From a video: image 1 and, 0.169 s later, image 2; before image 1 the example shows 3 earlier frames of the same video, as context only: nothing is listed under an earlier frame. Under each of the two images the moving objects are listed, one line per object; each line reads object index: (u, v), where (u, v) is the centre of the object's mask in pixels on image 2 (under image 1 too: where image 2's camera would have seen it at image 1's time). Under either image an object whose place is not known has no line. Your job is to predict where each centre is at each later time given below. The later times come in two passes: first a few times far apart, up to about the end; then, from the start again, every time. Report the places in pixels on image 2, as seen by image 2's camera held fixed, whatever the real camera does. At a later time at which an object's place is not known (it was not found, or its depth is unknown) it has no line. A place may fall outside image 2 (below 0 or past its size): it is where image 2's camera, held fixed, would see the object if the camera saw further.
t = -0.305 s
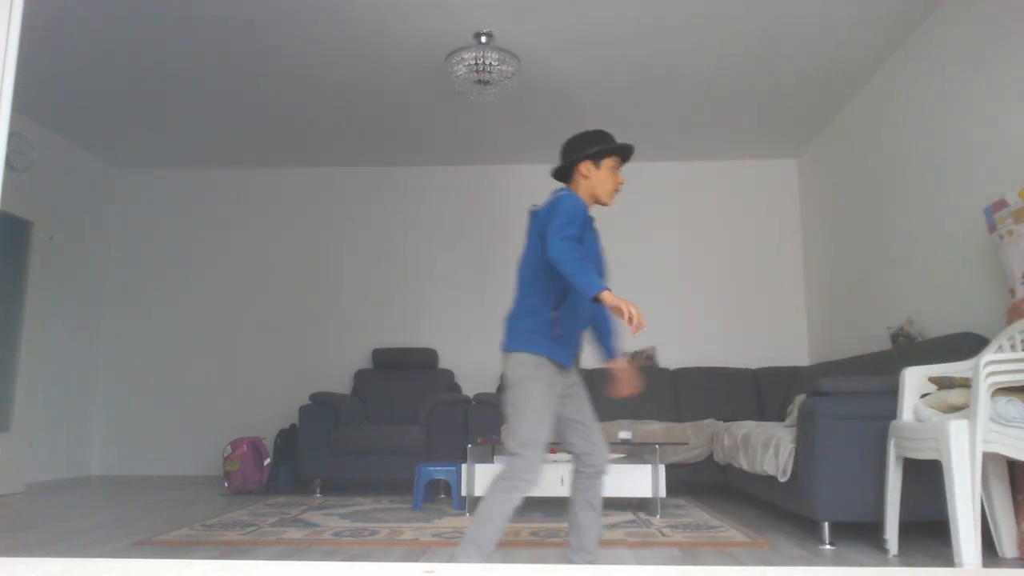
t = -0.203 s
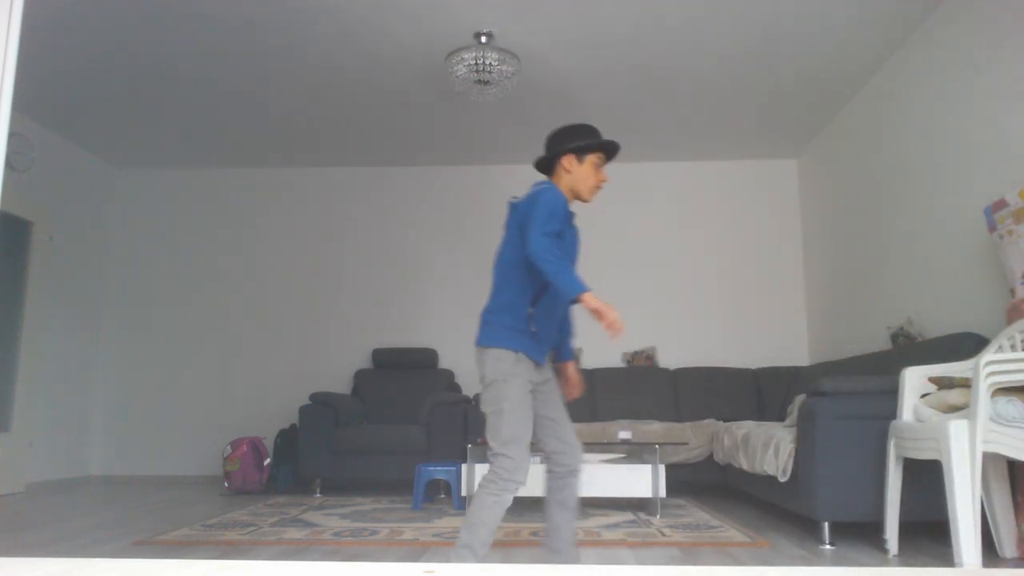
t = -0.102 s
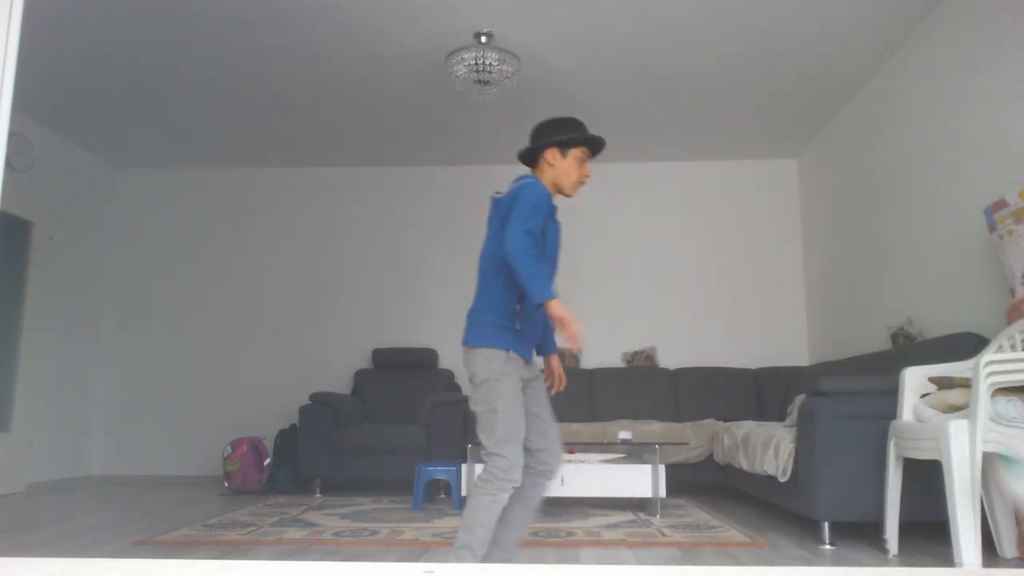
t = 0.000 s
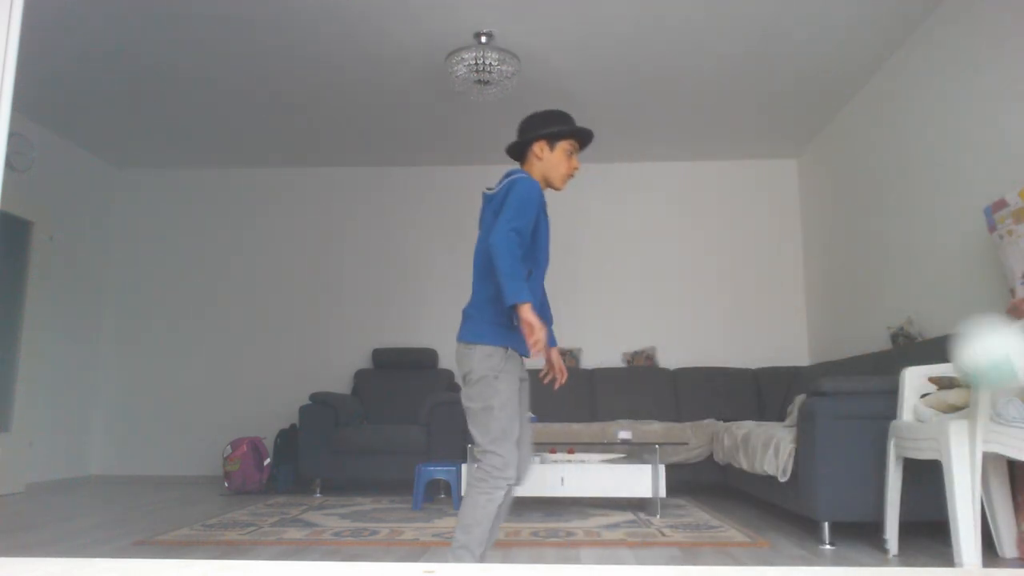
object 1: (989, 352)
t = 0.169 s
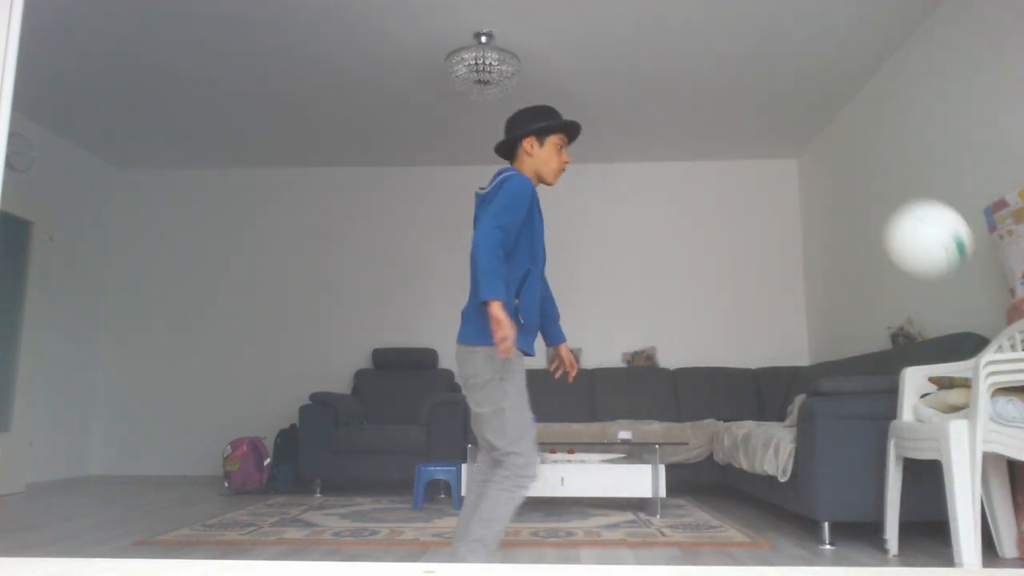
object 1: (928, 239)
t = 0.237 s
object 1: (903, 217)
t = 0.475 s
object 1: (829, 255)
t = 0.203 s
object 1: (915, 226)
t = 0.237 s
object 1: (903, 217)
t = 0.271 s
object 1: (892, 212)
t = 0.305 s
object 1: (881, 209)
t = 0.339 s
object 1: (870, 211)
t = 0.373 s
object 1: (859, 216)
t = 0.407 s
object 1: (848, 225)
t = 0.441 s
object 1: (839, 238)
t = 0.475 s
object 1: (829, 255)
